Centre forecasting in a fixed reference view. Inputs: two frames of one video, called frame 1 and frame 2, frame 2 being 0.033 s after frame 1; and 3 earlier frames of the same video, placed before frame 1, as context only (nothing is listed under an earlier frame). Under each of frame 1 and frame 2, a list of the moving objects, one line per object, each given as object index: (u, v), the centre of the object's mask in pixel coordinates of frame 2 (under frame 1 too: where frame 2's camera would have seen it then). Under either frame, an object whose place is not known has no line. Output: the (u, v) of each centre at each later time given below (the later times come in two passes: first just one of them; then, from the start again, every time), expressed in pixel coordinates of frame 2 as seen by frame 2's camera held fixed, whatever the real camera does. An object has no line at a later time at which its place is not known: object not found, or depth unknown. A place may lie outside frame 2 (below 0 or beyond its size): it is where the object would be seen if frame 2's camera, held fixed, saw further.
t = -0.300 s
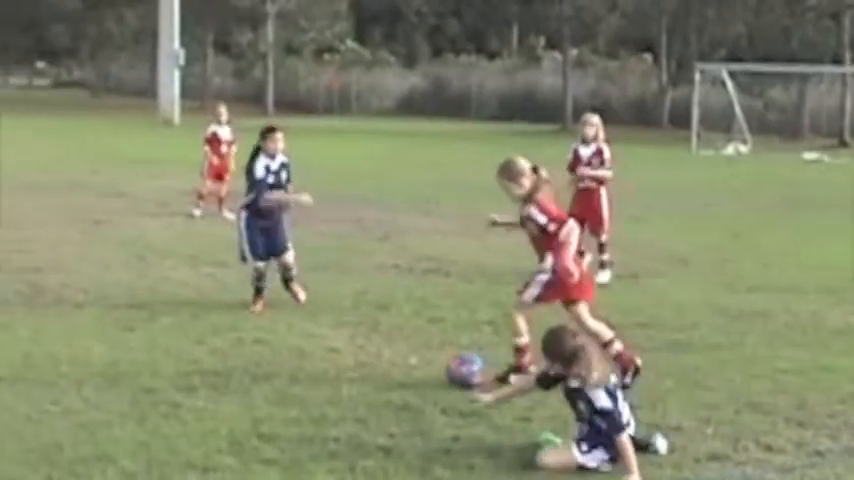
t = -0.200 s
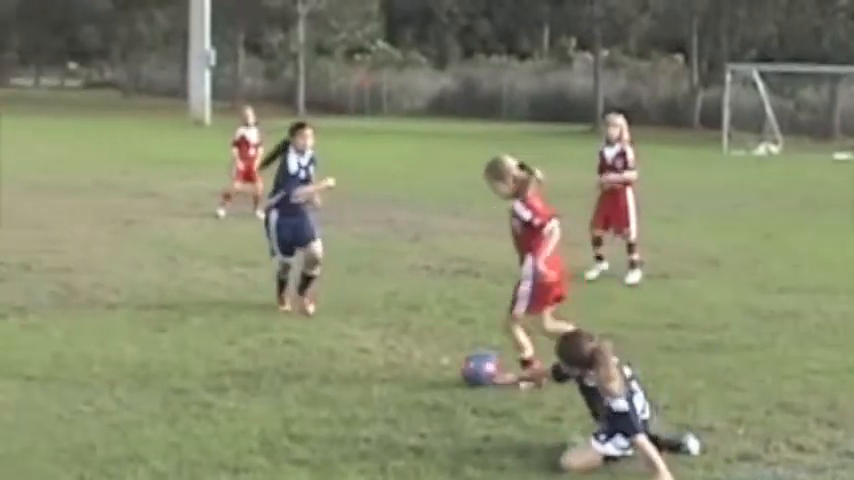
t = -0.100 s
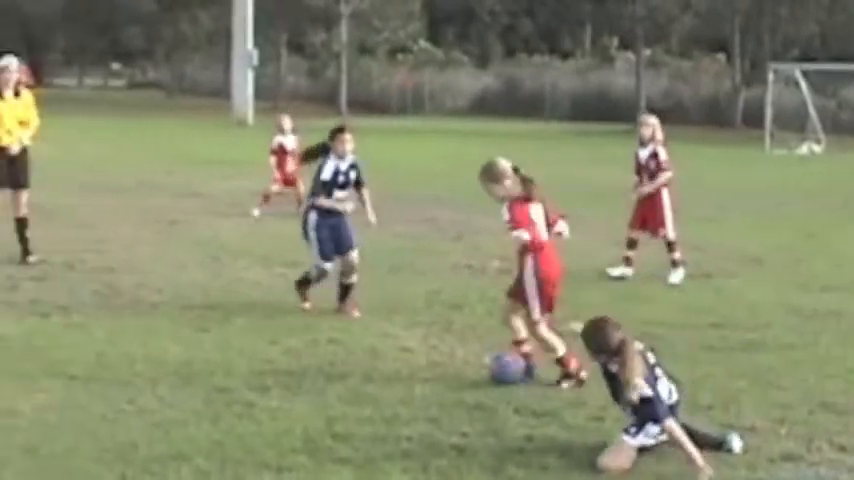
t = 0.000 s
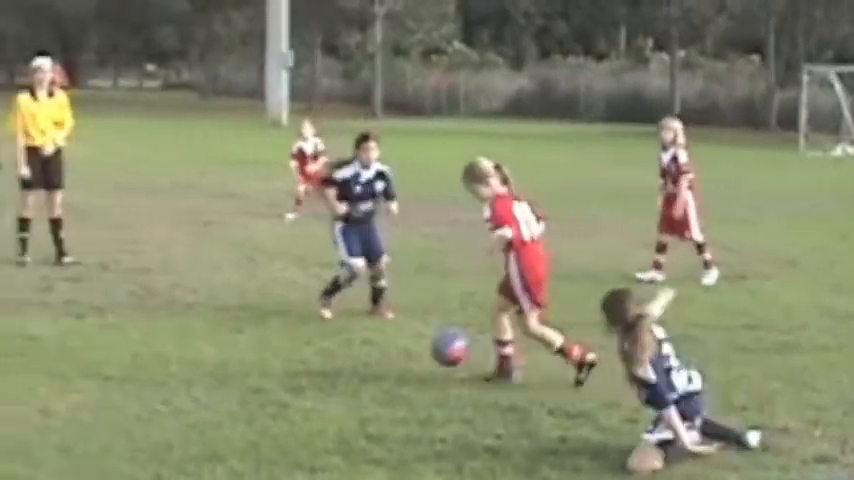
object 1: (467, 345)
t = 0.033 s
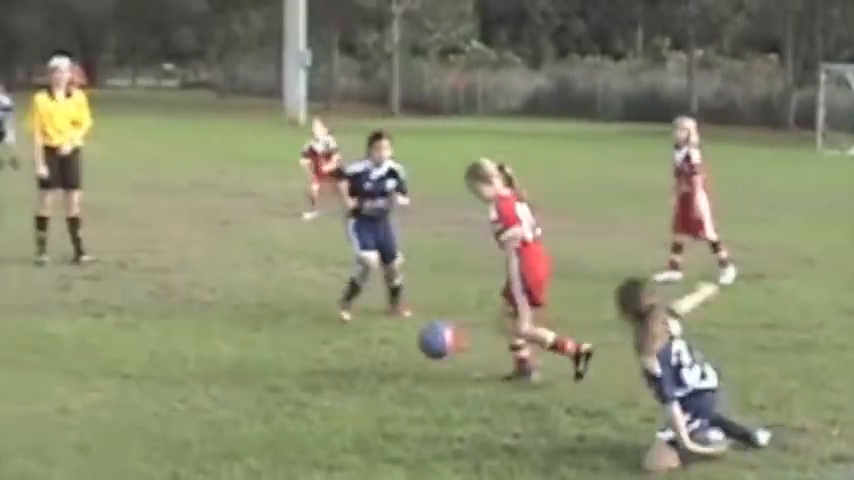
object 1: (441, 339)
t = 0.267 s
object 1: (218, 352)
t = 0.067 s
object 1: (406, 335)
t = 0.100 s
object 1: (375, 332)
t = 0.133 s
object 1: (346, 333)
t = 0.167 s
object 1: (313, 334)
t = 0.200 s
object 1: (283, 337)
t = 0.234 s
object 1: (250, 343)
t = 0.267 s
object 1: (218, 352)
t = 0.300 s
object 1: (185, 363)
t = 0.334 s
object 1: (152, 376)
